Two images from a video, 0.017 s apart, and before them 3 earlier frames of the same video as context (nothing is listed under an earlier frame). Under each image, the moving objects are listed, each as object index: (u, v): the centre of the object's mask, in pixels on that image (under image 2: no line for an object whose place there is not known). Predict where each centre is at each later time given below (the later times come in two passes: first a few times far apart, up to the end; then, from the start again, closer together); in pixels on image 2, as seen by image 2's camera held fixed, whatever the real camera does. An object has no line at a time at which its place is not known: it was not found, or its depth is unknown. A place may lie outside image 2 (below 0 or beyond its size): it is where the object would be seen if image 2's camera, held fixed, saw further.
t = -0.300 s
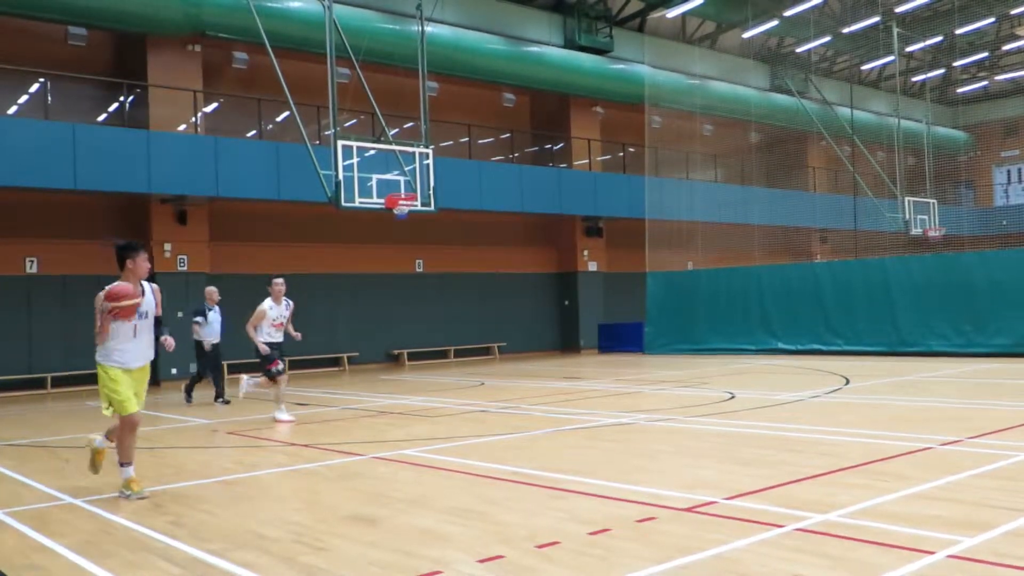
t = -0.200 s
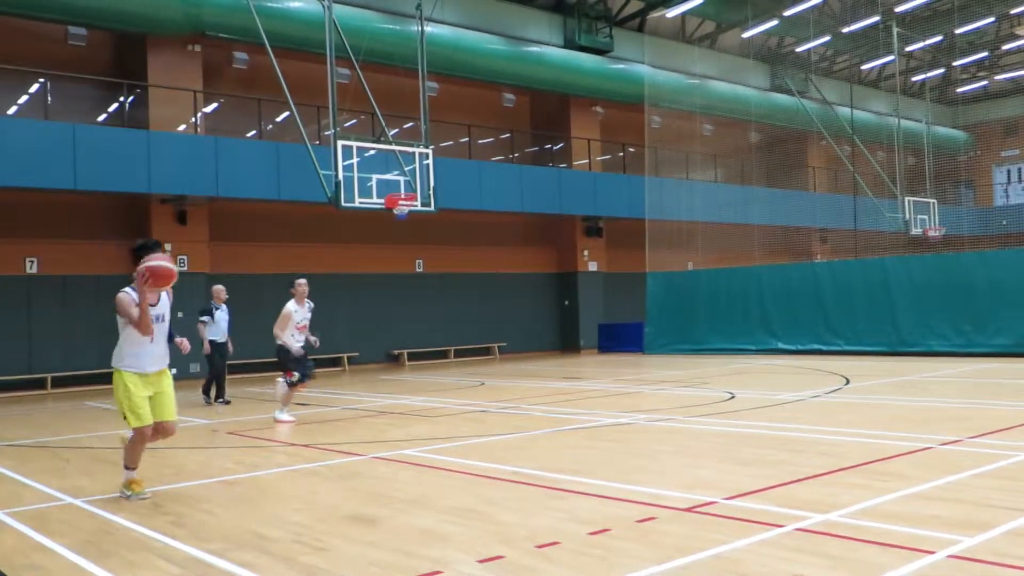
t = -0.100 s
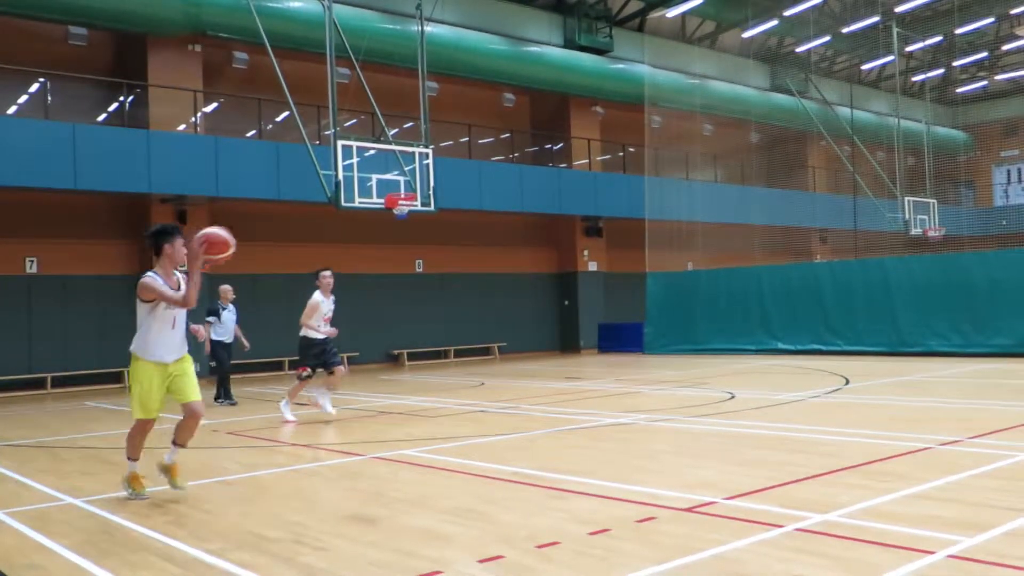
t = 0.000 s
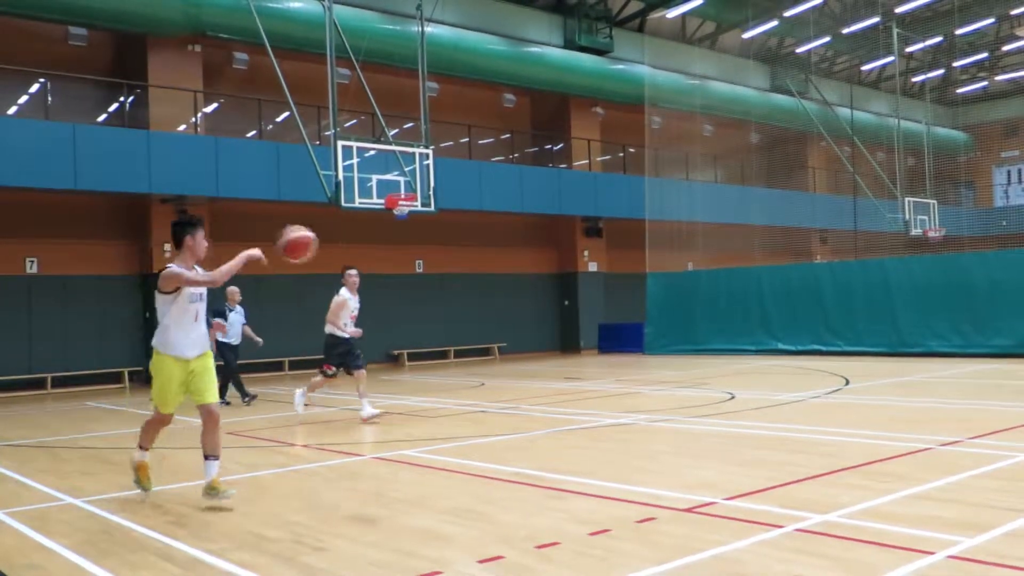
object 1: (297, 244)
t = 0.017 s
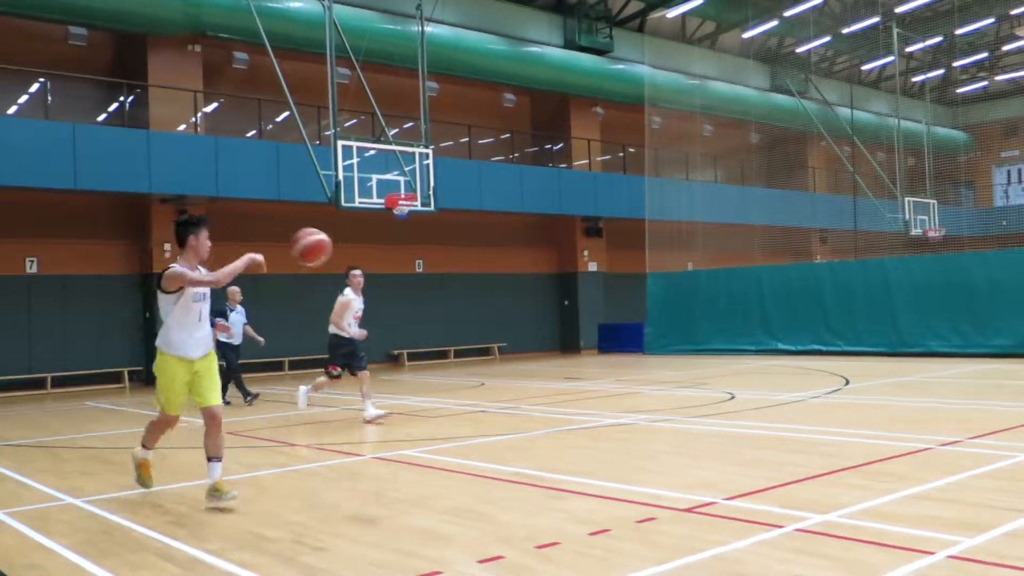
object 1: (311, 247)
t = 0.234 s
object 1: (482, 321)
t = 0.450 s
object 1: (634, 447)
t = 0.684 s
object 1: (705, 340)
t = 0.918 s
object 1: (779, 303)
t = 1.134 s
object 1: (848, 331)
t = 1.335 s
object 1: (912, 411)
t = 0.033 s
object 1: (326, 251)
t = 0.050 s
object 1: (341, 254)
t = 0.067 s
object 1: (354, 258)
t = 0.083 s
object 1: (366, 262)
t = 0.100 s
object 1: (380, 268)
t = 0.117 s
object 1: (393, 273)
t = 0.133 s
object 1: (407, 279)
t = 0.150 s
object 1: (420, 285)
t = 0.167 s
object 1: (432, 291)
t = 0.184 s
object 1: (445, 299)
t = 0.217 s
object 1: (470, 313)
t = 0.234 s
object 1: (482, 321)
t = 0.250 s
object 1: (495, 329)
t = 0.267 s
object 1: (507, 337)
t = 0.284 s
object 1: (519, 344)
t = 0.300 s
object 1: (530, 352)
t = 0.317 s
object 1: (542, 362)
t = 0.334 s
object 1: (554, 371)
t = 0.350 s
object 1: (566, 383)
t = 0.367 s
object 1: (577, 393)
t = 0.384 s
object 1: (588, 402)
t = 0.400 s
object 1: (600, 413)
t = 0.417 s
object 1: (612, 425)
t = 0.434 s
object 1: (623, 436)
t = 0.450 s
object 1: (634, 447)
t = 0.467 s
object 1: (639, 440)
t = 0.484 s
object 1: (644, 430)
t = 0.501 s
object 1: (648, 420)
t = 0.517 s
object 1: (654, 410)
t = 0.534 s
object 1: (659, 401)
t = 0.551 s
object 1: (664, 393)
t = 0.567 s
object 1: (670, 385)
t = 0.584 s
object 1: (675, 377)
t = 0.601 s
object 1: (679, 371)
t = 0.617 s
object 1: (684, 363)
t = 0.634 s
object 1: (689, 356)
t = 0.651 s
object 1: (695, 350)
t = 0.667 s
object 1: (700, 345)
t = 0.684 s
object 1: (705, 340)
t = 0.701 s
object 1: (710, 335)
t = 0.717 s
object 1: (716, 330)
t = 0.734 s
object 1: (721, 326)
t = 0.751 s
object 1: (726, 322)
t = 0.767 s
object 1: (732, 318)
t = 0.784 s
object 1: (737, 315)
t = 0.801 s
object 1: (742, 313)
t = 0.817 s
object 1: (747, 310)
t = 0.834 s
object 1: (753, 308)
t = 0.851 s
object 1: (758, 306)
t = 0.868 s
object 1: (763, 304)
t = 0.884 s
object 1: (768, 304)
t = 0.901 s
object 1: (774, 303)
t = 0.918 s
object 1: (779, 303)
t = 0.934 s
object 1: (784, 303)
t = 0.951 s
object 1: (789, 303)
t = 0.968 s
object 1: (795, 304)
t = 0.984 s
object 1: (800, 305)
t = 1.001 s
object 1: (805, 306)
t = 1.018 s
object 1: (811, 308)
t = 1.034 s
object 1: (816, 310)
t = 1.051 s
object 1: (822, 313)
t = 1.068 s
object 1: (827, 316)
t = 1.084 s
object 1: (832, 319)
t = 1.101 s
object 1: (837, 323)
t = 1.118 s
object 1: (843, 327)
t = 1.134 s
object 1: (848, 331)
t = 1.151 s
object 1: (854, 335)
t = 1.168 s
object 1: (858, 340)
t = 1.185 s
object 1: (864, 345)
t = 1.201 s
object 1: (869, 351)
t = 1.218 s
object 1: (874, 357)
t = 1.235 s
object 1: (880, 364)
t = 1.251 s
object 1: (885, 370)
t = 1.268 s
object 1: (890, 377)
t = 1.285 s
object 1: (896, 386)
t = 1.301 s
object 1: (902, 394)
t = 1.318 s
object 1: (907, 403)
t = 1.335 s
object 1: (912, 411)
